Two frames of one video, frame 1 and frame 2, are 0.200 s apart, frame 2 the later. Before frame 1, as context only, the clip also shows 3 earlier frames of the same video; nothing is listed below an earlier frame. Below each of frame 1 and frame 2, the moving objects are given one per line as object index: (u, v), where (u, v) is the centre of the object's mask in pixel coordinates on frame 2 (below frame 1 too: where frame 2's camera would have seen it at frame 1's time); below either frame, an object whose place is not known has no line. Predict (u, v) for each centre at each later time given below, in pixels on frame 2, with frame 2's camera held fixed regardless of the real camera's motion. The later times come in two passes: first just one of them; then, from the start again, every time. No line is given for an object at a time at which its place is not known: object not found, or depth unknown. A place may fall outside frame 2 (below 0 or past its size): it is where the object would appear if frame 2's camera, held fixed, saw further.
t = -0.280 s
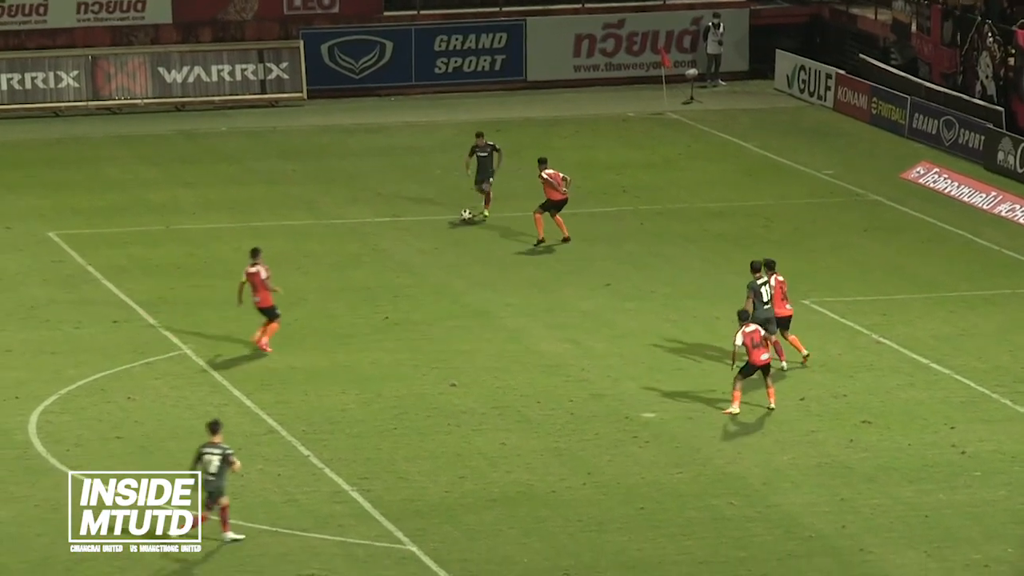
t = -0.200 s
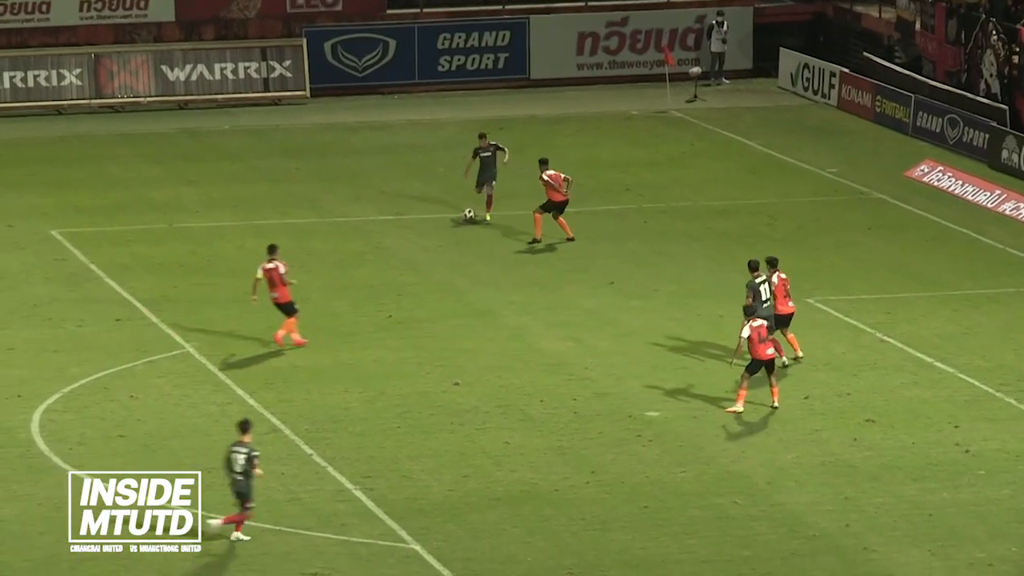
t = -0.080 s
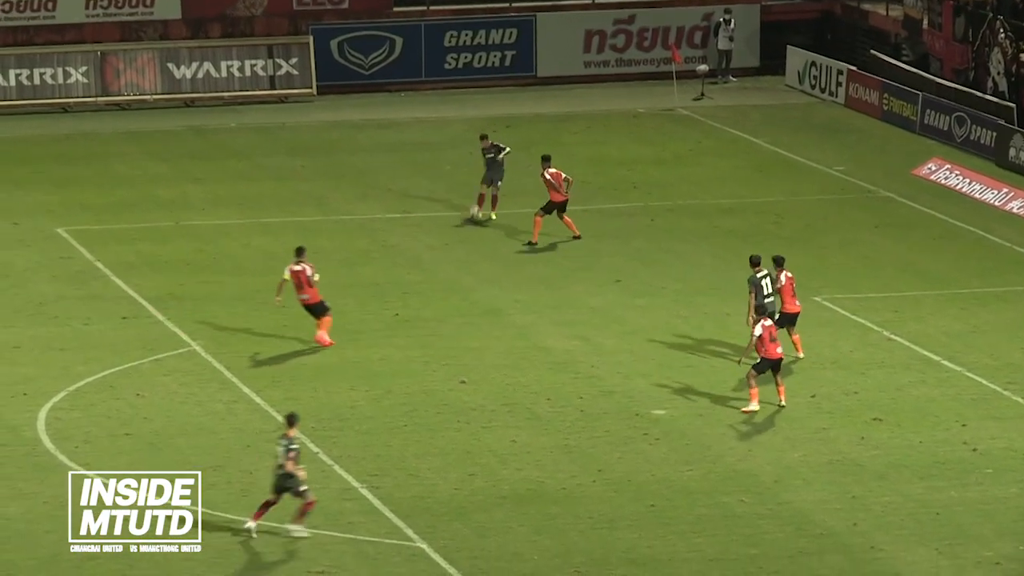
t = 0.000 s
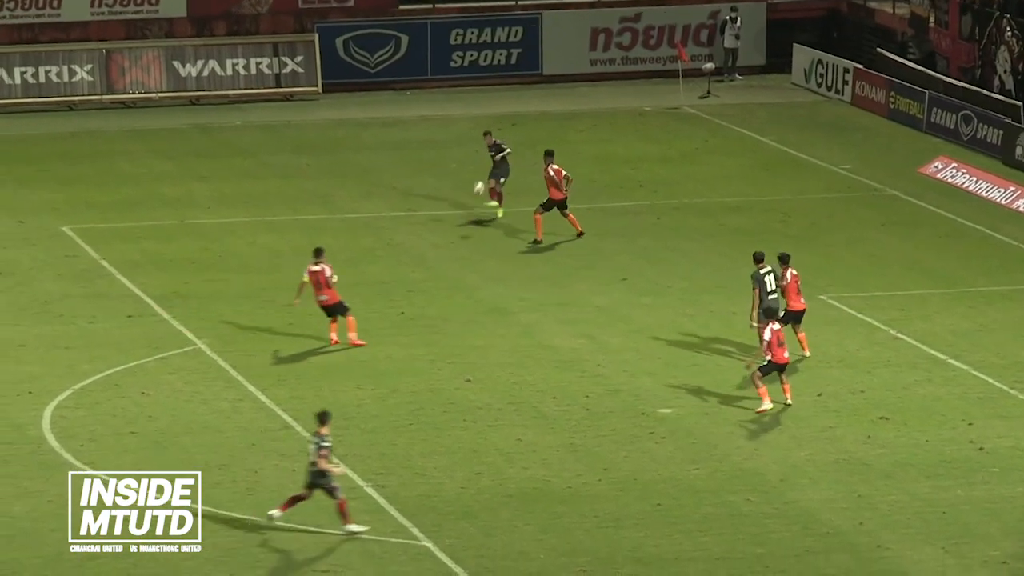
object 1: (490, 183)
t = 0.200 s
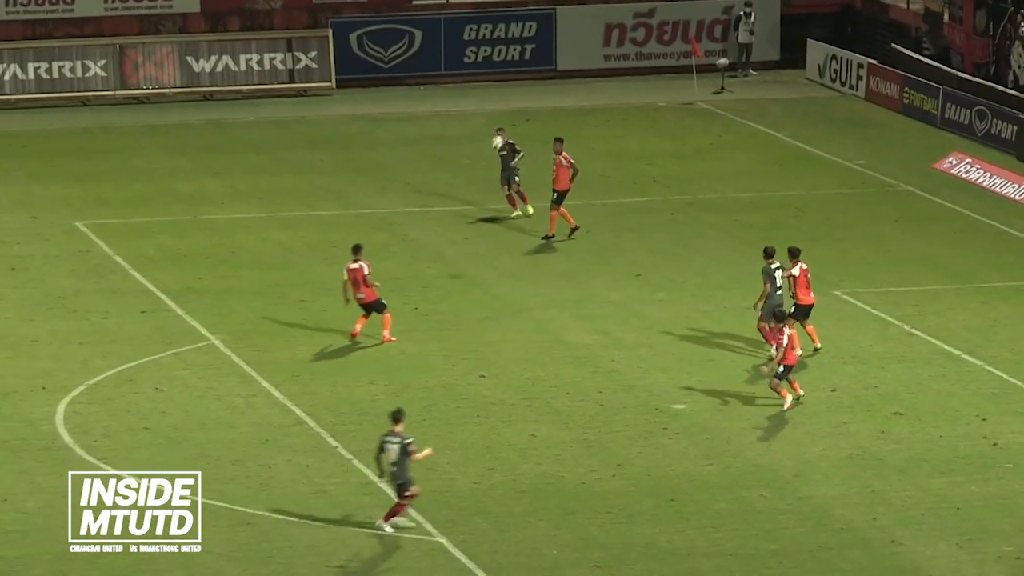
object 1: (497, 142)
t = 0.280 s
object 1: (503, 129)
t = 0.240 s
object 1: (500, 135)
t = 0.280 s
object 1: (503, 129)
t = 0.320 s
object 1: (505, 123)
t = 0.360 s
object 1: (509, 118)
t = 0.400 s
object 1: (512, 114)
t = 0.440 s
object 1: (515, 111)
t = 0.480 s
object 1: (518, 108)
